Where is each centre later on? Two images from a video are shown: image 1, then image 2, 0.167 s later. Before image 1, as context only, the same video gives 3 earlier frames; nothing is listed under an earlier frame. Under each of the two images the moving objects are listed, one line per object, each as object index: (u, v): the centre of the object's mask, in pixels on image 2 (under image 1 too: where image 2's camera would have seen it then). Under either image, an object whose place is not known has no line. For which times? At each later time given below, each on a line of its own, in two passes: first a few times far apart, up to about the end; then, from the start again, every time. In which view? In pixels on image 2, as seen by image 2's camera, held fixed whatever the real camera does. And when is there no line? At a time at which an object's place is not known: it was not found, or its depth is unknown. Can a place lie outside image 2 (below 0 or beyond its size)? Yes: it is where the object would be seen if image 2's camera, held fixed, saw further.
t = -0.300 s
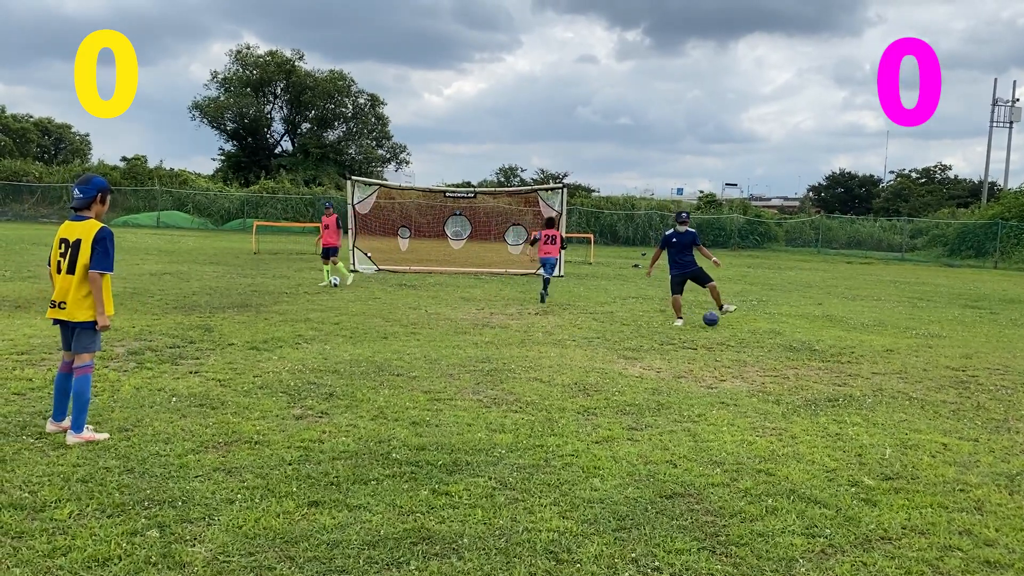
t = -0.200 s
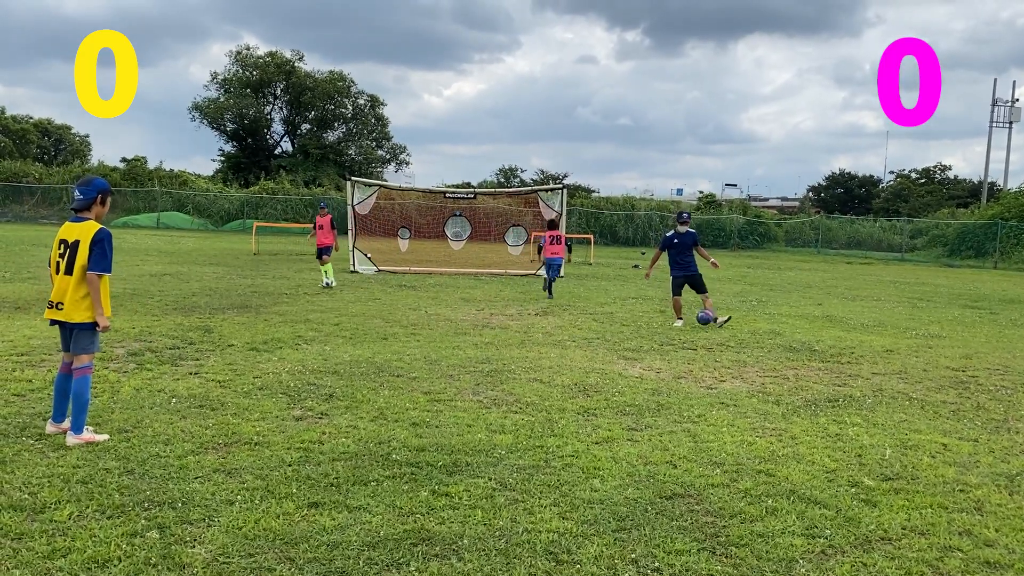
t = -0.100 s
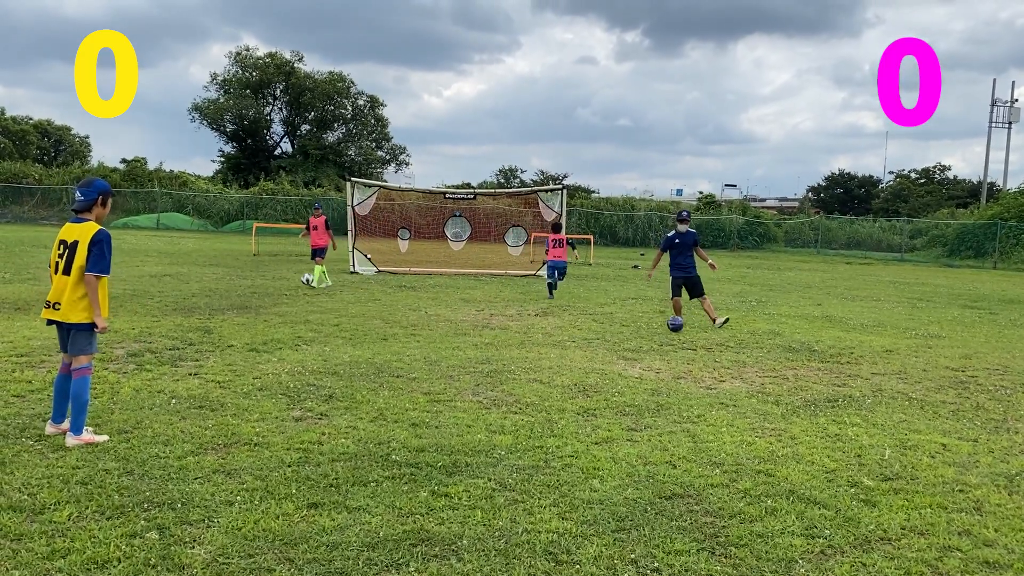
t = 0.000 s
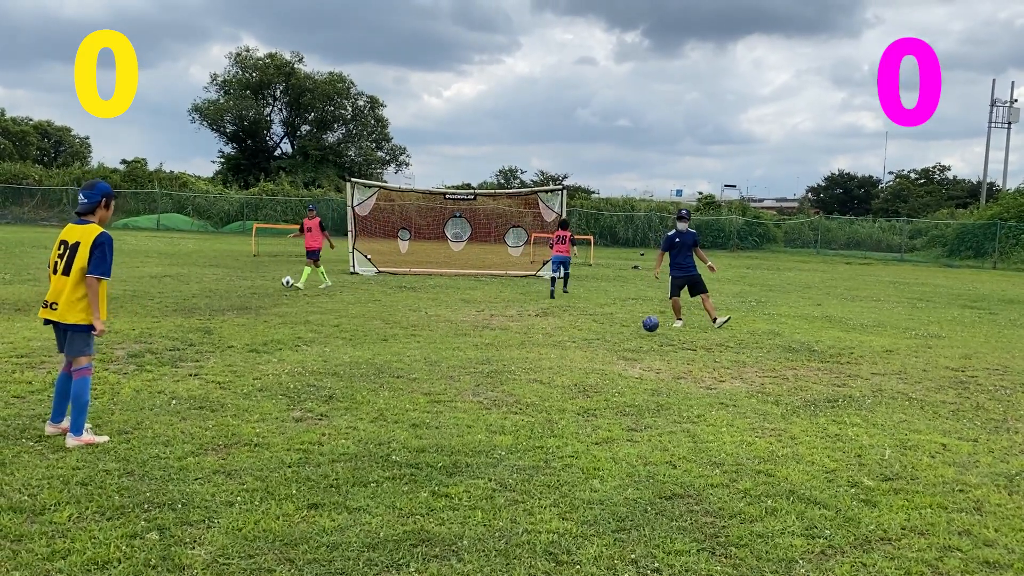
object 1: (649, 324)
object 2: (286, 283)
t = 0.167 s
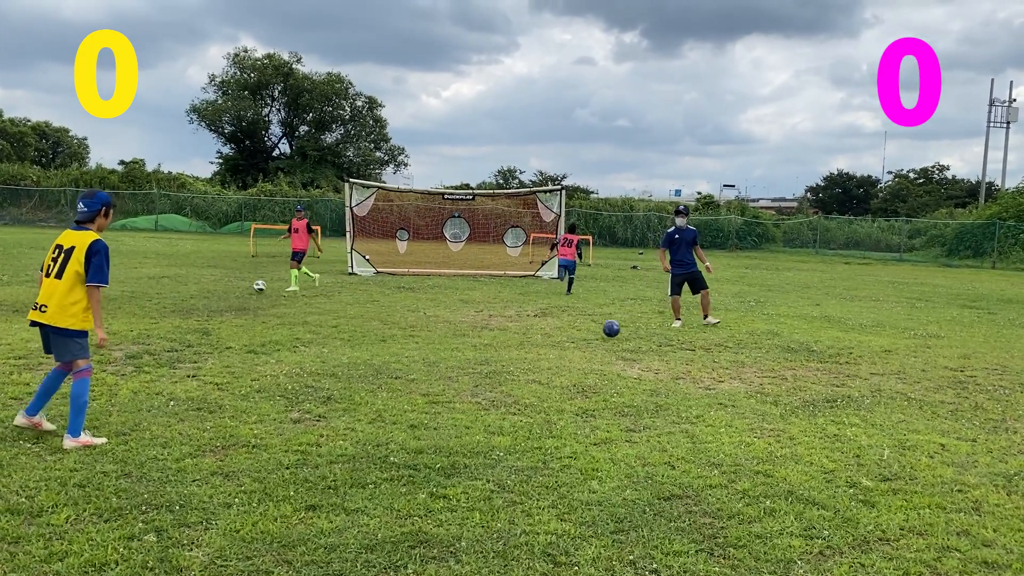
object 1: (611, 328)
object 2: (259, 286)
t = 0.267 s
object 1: (591, 330)
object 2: (249, 288)
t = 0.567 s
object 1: (537, 337)
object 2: (215, 288)
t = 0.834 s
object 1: (480, 341)
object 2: (187, 289)
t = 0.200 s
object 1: (603, 332)
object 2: (256, 286)
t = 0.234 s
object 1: (597, 332)
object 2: (252, 287)
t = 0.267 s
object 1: (591, 330)
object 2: (249, 288)
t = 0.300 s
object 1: (585, 328)
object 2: (245, 289)
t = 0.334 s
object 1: (580, 327)
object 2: (242, 288)
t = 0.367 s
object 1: (574, 326)
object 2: (237, 288)
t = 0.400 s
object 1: (568, 327)
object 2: (234, 288)
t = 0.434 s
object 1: (562, 328)
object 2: (230, 289)
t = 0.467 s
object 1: (556, 331)
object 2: (226, 290)
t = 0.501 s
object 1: (550, 334)
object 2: (222, 289)
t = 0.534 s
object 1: (543, 338)
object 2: (219, 288)
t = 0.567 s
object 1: (537, 337)
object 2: (215, 288)
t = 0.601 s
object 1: (530, 336)
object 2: (212, 288)
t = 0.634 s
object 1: (523, 336)
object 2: (208, 290)
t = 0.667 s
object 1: (516, 338)
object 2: (204, 290)
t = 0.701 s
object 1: (509, 339)
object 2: (201, 289)
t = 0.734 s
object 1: (502, 341)
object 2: (197, 289)
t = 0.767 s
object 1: (495, 341)
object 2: (194, 290)
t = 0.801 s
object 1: (488, 340)
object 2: (191, 289)
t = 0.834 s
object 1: (480, 341)
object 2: (187, 289)
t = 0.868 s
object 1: (473, 343)
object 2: (184, 289)
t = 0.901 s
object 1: (466, 343)
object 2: (181, 289)
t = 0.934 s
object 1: (459, 341)
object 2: (177, 290)
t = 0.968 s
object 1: (452, 341)
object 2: (174, 290)
